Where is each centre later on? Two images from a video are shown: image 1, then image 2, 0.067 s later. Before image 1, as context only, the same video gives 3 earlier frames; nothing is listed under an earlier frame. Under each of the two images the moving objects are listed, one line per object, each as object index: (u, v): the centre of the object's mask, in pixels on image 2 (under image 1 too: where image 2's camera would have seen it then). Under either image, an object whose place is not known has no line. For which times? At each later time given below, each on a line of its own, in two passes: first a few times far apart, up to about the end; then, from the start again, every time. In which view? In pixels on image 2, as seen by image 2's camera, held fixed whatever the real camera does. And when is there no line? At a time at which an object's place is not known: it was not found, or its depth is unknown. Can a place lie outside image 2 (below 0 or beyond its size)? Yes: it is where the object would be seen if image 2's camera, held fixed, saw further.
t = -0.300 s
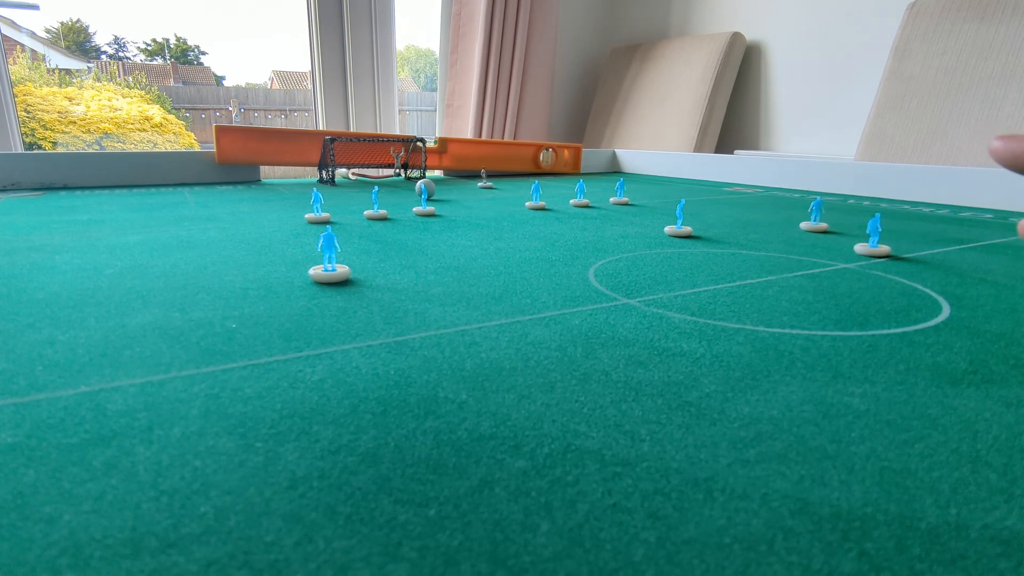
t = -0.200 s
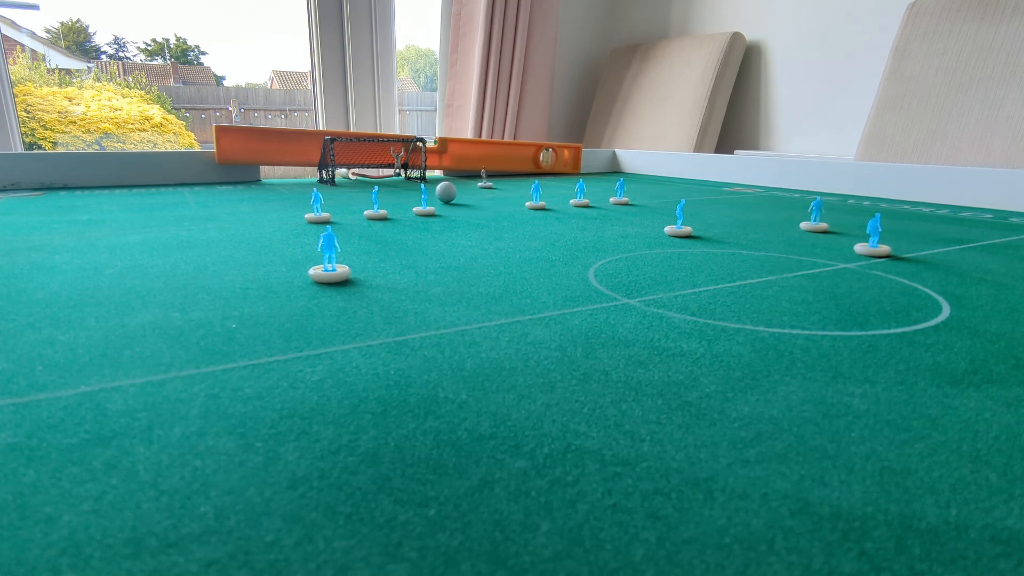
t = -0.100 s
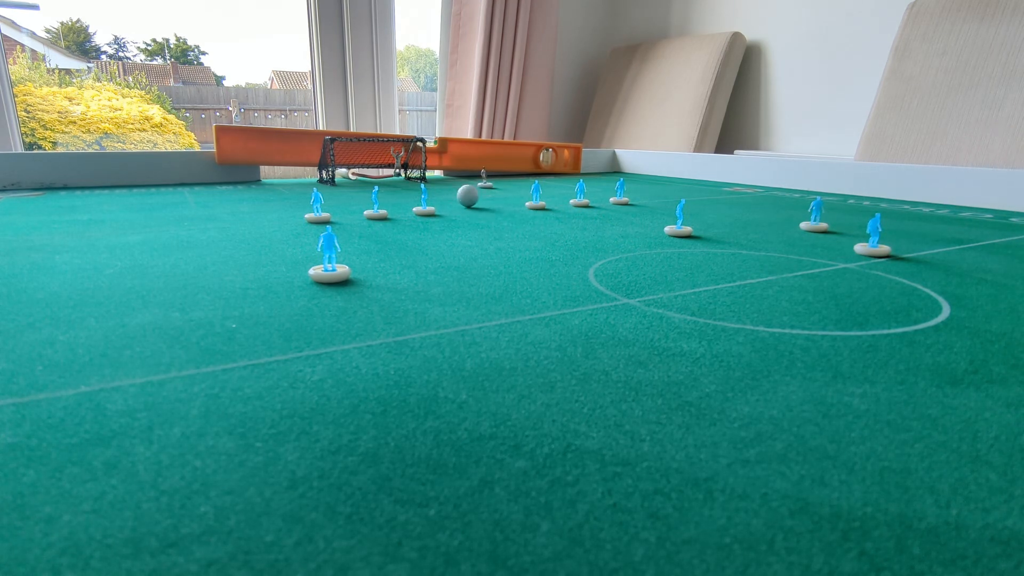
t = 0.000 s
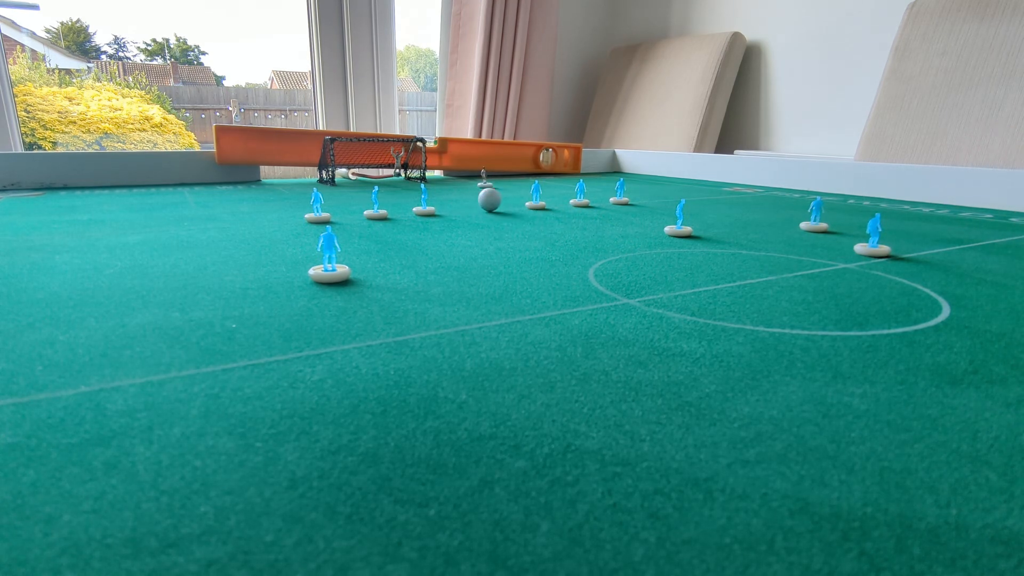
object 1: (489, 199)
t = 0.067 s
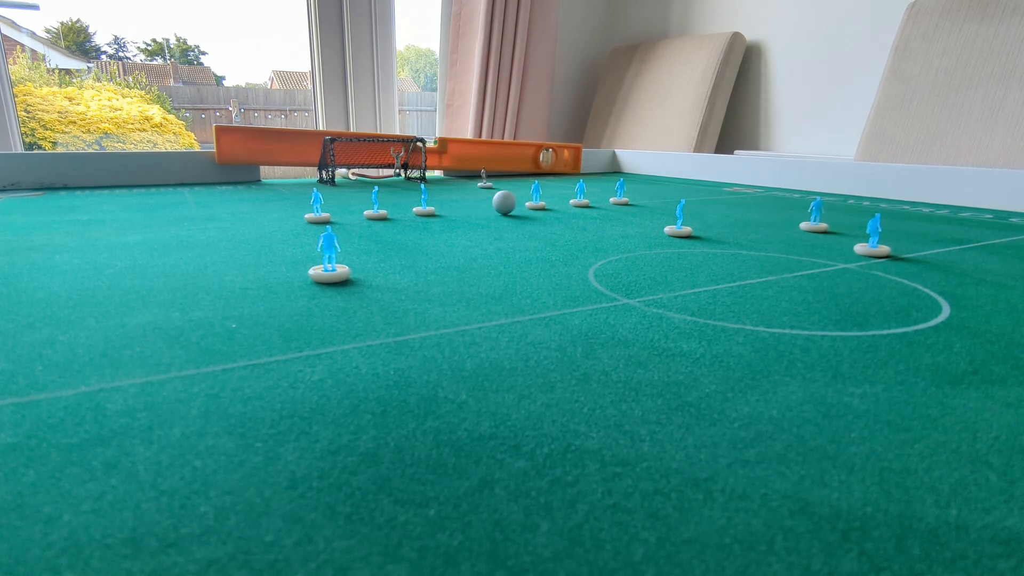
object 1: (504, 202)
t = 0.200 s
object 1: (534, 207)
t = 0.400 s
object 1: (582, 215)
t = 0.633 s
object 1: (638, 225)
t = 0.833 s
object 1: (683, 232)
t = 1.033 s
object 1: (723, 239)
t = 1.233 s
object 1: (755, 245)
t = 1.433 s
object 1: (778, 248)
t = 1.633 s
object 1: (791, 250)
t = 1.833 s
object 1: (798, 250)
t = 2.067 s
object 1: (798, 250)
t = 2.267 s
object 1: (798, 250)
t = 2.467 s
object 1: (798, 250)
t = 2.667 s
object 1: (798, 250)
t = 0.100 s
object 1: (511, 203)
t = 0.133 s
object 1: (519, 205)
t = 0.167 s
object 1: (526, 206)
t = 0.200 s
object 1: (534, 207)
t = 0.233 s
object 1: (542, 209)
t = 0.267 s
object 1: (550, 210)
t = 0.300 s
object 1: (558, 211)
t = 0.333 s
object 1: (566, 213)
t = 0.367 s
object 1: (574, 214)
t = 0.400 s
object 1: (582, 215)
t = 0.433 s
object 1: (590, 217)
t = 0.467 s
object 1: (598, 218)
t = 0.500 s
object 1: (606, 219)
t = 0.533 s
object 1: (614, 221)
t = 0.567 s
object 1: (622, 222)
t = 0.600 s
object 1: (630, 223)
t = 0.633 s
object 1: (638, 225)
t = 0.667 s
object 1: (646, 226)
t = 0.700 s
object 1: (654, 227)
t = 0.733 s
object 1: (661, 229)
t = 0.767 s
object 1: (668, 230)
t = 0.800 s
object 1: (676, 231)
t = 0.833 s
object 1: (683, 232)
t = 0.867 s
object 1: (690, 234)
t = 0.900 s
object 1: (697, 235)
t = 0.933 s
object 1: (704, 236)
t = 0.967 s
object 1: (710, 237)
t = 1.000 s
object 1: (717, 238)
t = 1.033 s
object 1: (723, 239)
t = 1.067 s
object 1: (728, 240)
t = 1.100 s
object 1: (734, 241)
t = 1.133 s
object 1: (739, 242)
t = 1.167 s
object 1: (744, 243)
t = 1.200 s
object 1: (750, 244)
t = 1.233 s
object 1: (755, 245)
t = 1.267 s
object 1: (759, 246)
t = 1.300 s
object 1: (764, 246)
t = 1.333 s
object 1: (767, 247)
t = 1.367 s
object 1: (771, 247)
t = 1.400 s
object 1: (774, 248)
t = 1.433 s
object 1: (778, 248)
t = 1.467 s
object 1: (781, 249)
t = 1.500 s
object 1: (783, 249)
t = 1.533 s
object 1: (786, 249)
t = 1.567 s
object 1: (788, 249)
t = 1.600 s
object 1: (790, 249)
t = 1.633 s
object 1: (791, 250)
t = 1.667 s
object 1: (792, 250)
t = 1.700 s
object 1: (794, 250)
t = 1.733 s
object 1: (795, 250)
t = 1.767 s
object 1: (797, 250)
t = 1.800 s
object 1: (798, 250)
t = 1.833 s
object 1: (798, 250)
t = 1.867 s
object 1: (798, 250)
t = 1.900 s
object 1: (798, 250)
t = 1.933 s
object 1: (798, 250)
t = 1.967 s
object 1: (798, 250)
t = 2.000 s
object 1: (798, 250)
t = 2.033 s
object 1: (798, 250)
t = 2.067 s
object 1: (798, 250)
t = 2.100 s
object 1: (798, 250)
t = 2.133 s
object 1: (798, 250)
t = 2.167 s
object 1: (798, 250)
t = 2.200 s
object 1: (798, 250)
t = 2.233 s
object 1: (798, 250)
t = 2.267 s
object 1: (798, 250)
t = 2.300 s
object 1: (798, 250)
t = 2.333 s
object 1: (798, 250)
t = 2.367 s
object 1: (798, 250)
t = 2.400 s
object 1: (798, 250)
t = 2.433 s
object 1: (798, 250)
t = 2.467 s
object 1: (798, 250)
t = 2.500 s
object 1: (798, 250)
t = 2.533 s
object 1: (798, 250)
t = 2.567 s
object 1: (798, 250)
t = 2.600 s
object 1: (798, 250)
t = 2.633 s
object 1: (798, 250)
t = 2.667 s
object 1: (798, 250)
